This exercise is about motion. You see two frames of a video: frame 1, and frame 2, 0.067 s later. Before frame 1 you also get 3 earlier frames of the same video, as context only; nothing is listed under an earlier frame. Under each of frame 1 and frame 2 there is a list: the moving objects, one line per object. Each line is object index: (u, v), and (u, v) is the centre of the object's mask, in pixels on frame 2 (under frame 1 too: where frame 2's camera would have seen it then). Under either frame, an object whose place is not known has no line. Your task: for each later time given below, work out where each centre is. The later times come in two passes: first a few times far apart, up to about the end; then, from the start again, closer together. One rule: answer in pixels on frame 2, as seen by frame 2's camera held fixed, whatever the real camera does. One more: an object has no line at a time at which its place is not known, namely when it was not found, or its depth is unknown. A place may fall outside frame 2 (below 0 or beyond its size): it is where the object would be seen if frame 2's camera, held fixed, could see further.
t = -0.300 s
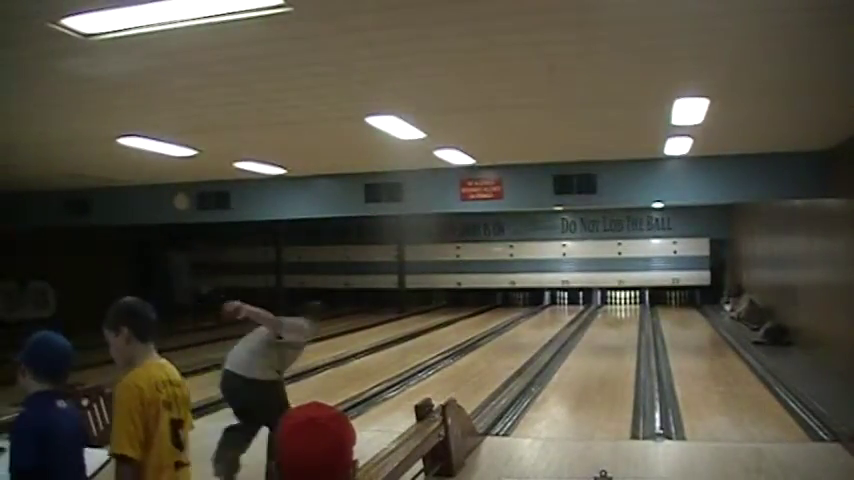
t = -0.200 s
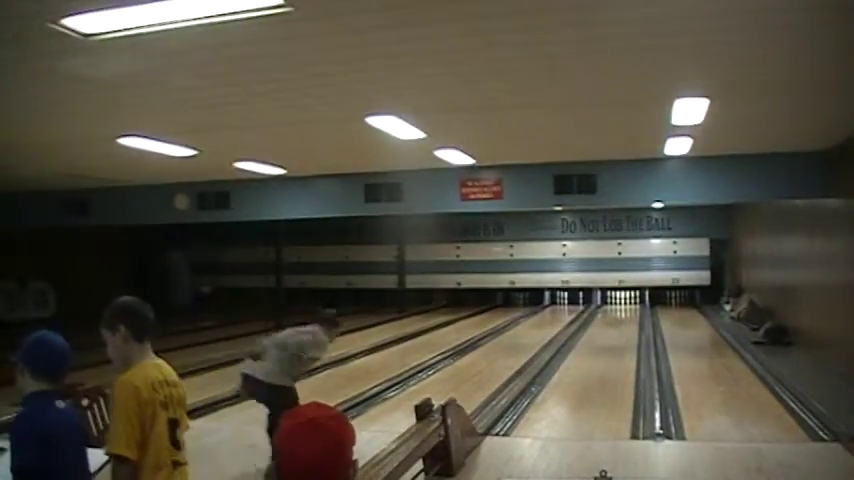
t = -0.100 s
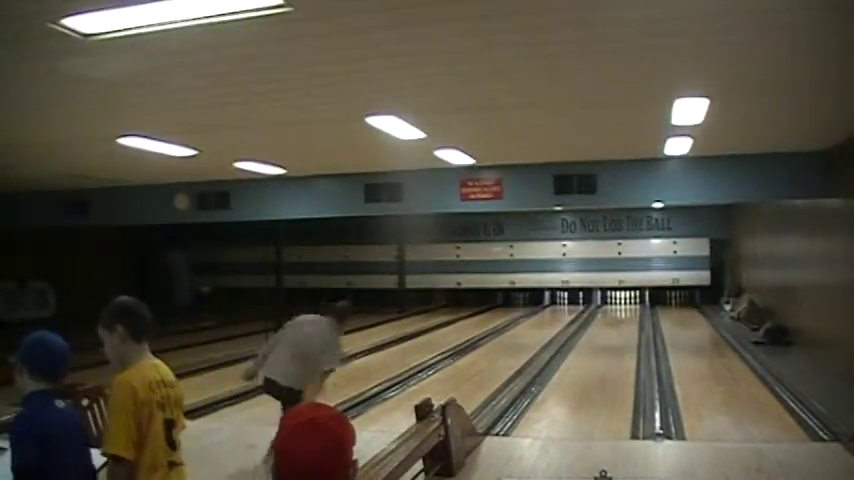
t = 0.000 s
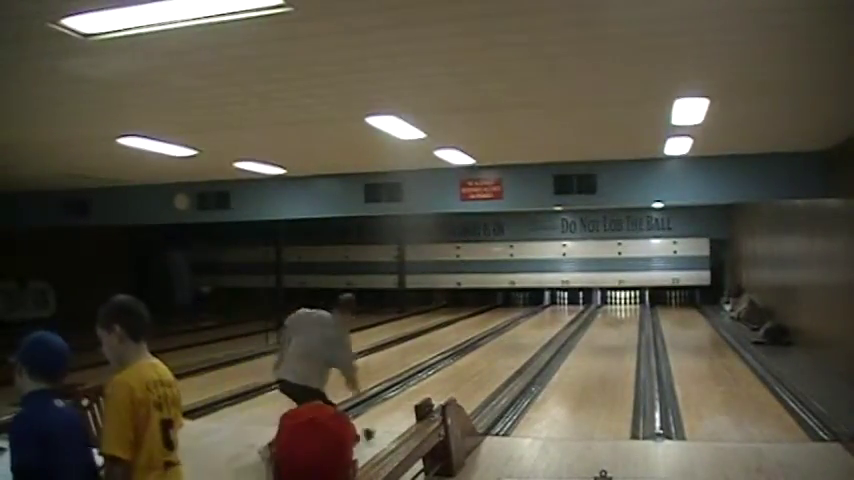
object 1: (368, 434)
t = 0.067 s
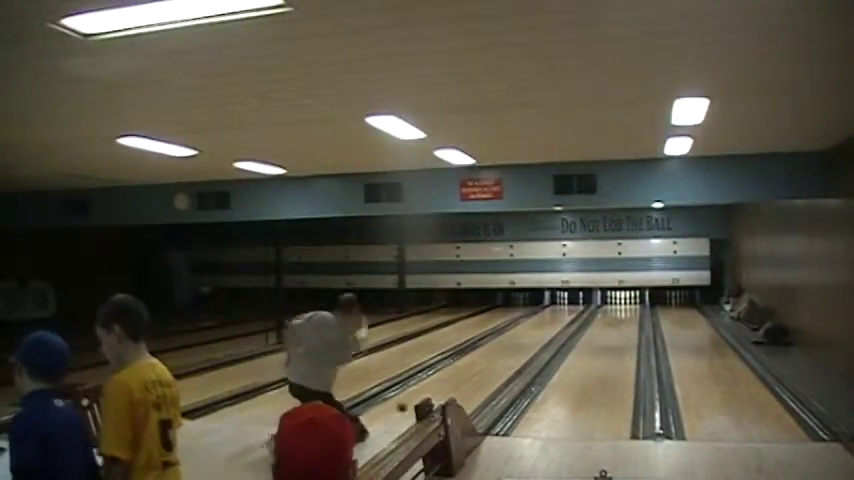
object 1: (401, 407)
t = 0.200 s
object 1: (449, 381)
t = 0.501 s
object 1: (509, 343)
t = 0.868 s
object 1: (540, 322)
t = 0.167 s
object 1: (439, 385)
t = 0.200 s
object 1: (449, 381)
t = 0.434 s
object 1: (499, 349)
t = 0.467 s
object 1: (504, 346)
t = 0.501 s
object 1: (509, 343)
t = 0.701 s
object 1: (531, 328)
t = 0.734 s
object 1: (535, 326)
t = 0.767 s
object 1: (538, 324)
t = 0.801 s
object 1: (539, 322)
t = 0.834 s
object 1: (540, 322)
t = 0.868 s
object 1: (540, 322)
